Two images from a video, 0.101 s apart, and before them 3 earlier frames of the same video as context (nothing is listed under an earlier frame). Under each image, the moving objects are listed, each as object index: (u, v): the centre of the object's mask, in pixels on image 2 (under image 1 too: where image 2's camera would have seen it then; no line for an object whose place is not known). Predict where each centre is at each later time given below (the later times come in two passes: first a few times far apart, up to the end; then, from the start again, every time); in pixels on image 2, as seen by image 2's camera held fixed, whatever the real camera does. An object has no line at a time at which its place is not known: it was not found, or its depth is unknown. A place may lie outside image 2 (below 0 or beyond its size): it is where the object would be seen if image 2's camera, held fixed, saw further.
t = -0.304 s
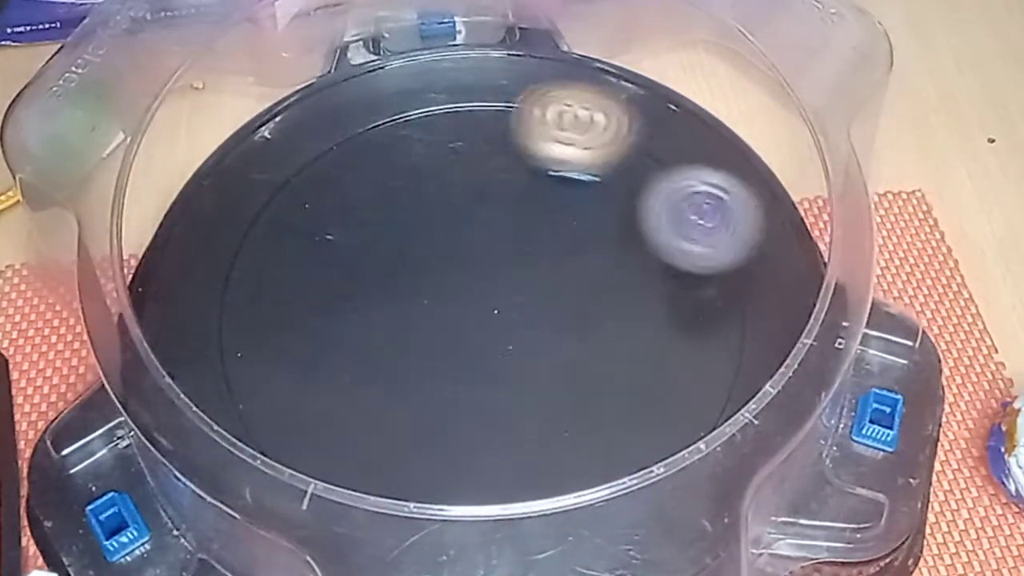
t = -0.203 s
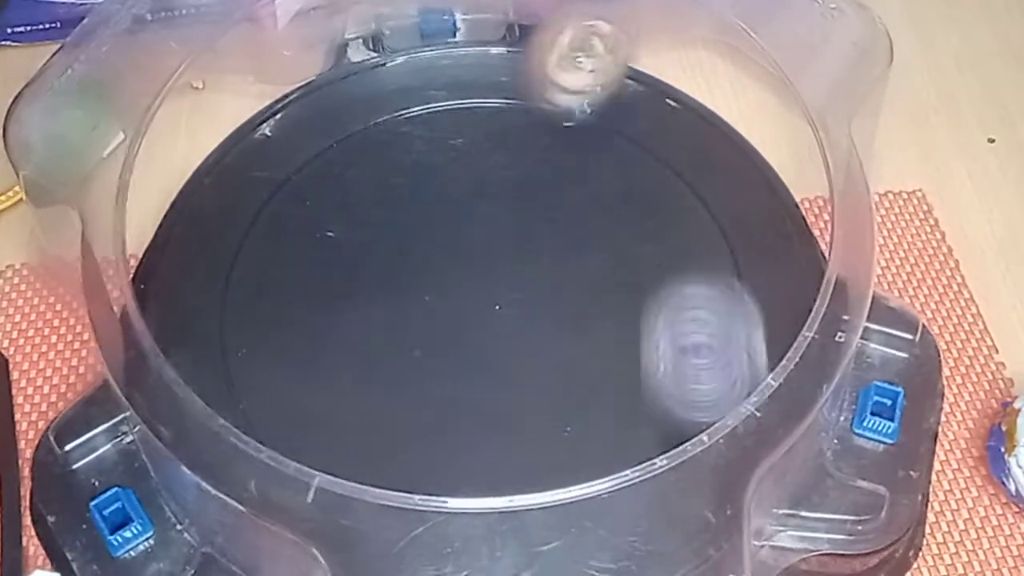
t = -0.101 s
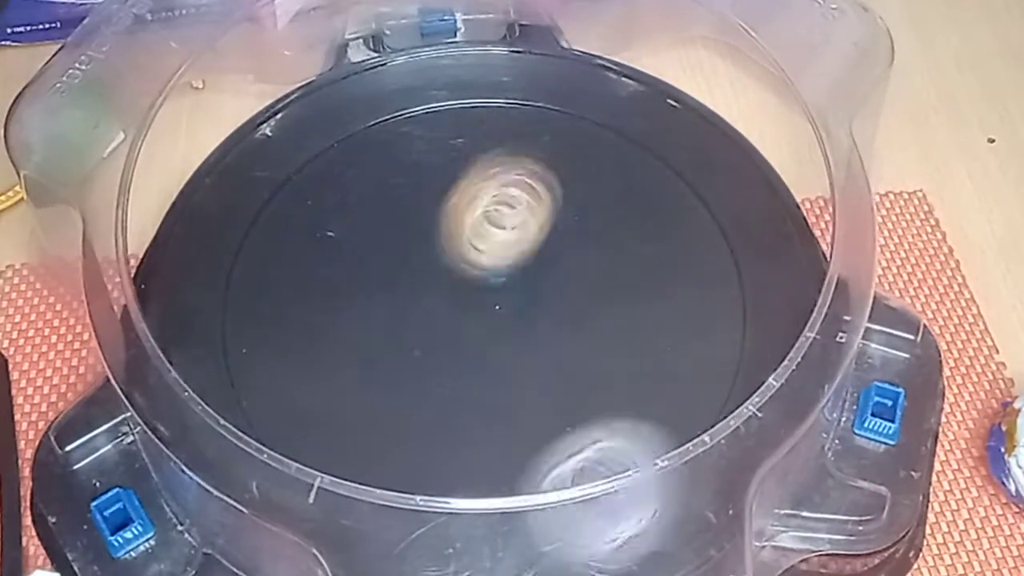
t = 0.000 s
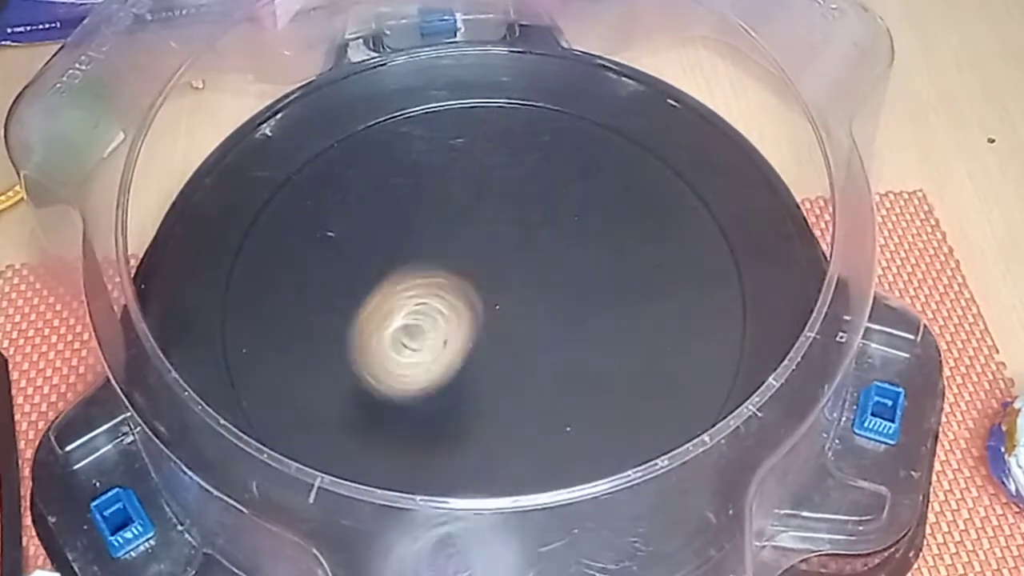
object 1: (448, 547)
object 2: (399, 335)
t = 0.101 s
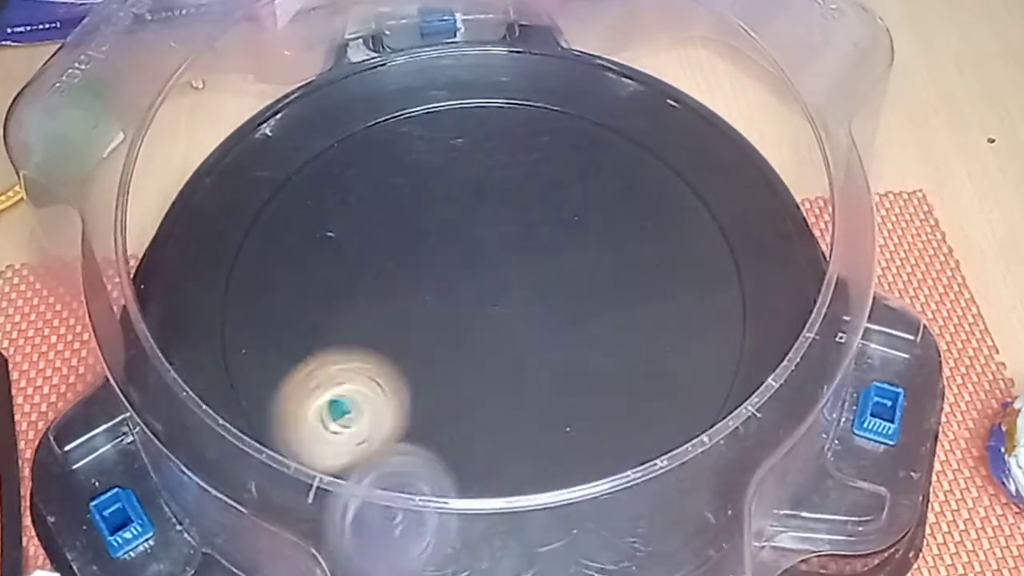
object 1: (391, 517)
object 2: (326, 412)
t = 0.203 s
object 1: (491, 485)
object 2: (223, 349)
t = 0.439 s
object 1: (695, 323)
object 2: (219, 210)
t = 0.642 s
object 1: (633, 182)
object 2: (390, 222)
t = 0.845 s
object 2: (475, 337)
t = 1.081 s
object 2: (475, 390)
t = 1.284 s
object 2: (710, 439)
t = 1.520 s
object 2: (636, 371)
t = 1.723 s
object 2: (756, 179)
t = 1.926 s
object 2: (756, 86)
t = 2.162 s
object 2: (735, 84)
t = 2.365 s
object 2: (724, 79)
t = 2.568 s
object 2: (719, 68)
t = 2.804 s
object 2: (725, 72)
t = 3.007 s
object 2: (724, 71)
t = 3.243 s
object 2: (725, 72)
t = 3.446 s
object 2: (724, 71)
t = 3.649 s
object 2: (726, 73)
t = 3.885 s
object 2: (726, 73)
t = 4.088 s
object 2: (726, 73)
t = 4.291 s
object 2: (725, 73)
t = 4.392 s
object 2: (726, 72)
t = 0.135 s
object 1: (412, 503)
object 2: (289, 409)
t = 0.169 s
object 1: (449, 499)
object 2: (250, 382)
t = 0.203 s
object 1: (491, 485)
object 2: (223, 349)
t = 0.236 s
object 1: (529, 470)
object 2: (207, 318)
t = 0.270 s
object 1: (564, 441)
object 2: (195, 288)
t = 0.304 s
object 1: (597, 423)
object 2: (192, 264)
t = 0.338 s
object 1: (628, 403)
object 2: (194, 243)
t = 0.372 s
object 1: (656, 379)
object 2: (198, 227)
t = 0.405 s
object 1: (676, 351)
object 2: (208, 217)
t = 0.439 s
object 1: (695, 323)
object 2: (219, 210)
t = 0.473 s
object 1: (710, 295)
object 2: (232, 204)
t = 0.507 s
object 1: (720, 267)
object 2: (258, 205)
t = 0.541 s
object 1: (716, 239)
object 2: (292, 207)
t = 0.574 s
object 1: (692, 218)
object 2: (325, 211)
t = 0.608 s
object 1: (665, 198)
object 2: (357, 216)
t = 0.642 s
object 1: (633, 182)
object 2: (390, 222)
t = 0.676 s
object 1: (594, 170)
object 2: (422, 230)
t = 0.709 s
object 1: (551, 163)
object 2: (452, 239)
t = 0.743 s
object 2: (461, 263)
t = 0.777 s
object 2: (464, 284)
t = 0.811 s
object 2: (469, 315)
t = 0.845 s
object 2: (475, 337)
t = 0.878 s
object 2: (479, 354)
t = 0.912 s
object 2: (481, 367)
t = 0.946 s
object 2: (482, 376)
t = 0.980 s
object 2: (483, 383)
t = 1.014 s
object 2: (483, 387)
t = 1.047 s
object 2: (479, 390)
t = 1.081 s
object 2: (475, 390)
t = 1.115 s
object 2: (516, 402)
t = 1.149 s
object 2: (566, 416)
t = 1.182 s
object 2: (613, 423)
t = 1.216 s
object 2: (649, 424)
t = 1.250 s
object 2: (679, 433)
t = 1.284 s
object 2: (710, 439)
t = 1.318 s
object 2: (714, 435)
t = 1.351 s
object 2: (713, 428)
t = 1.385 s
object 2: (696, 412)
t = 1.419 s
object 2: (685, 398)
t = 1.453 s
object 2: (667, 393)
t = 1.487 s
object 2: (650, 384)
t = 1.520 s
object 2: (636, 371)
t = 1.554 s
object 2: (678, 333)
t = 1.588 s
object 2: (712, 295)
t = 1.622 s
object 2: (733, 259)
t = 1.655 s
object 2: (746, 229)
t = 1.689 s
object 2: (751, 204)
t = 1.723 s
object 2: (756, 179)
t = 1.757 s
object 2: (758, 154)
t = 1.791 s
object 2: (764, 134)
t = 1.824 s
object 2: (768, 107)
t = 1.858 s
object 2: (770, 103)
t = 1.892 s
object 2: (760, 89)
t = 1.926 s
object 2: (756, 86)
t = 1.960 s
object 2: (747, 89)
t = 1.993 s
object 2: (746, 85)
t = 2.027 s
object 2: (746, 88)
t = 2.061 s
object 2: (746, 97)
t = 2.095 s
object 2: (749, 89)
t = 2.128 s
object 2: (744, 84)
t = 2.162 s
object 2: (735, 84)
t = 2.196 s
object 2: (729, 83)
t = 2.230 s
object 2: (727, 80)
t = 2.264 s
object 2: (723, 82)
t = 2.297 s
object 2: (724, 87)
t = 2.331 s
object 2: (723, 85)
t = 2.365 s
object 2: (724, 79)
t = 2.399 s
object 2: (723, 77)
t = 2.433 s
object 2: (723, 72)
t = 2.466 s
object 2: (721, 70)
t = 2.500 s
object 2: (720, 69)
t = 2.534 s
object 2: (720, 69)
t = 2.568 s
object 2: (719, 68)
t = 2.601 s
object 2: (720, 69)
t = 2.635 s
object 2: (720, 69)
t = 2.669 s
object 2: (721, 69)
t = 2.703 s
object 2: (722, 70)
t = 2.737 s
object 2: (723, 71)
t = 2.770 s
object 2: (723, 71)
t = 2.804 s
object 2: (725, 72)
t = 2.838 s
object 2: (726, 73)
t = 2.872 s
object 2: (726, 73)
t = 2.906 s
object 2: (726, 73)
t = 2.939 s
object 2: (726, 73)
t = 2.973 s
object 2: (725, 72)
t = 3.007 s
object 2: (724, 71)
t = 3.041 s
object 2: (723, 71)
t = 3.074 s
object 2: (723, 71)
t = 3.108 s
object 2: (723, 71)
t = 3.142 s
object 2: (723, 71)
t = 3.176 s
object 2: (724, 71)
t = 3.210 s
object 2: (725, 72)
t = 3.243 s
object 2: (725, 72)
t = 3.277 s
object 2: (726, 73)
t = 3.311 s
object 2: (726, 73)
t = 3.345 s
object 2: (725, 72)
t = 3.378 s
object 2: (725, 72)
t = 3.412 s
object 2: (724, 72)
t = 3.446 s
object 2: (724, 71)
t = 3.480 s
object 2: (724, 72)
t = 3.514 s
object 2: (724, 72)
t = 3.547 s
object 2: (725, 72)
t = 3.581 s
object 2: (725, 72)
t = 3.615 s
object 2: (726, 73)
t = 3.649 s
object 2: (726, 73)
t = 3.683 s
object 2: (725, 72)
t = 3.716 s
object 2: (725, 72)
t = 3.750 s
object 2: (725, 72)
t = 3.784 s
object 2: (725, 72)
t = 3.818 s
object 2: (725, 72)
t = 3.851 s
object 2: (726, 72)
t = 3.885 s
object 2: (726, 73)
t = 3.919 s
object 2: (726, 72)
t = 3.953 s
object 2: (725, 72)
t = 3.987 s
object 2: (725, 72)
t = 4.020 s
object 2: (725, 72)
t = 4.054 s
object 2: (725, 72)
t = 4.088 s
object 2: (726, 73)
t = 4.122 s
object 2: (726, 73)
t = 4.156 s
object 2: (725, 72)
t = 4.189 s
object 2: (725, 72)
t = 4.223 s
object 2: (725, 72)
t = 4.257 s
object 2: (725, 73)
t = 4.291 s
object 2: (725, 73)
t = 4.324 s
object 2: (725, 73)
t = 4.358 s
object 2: (726, 72)
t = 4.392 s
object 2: (726, 72)
